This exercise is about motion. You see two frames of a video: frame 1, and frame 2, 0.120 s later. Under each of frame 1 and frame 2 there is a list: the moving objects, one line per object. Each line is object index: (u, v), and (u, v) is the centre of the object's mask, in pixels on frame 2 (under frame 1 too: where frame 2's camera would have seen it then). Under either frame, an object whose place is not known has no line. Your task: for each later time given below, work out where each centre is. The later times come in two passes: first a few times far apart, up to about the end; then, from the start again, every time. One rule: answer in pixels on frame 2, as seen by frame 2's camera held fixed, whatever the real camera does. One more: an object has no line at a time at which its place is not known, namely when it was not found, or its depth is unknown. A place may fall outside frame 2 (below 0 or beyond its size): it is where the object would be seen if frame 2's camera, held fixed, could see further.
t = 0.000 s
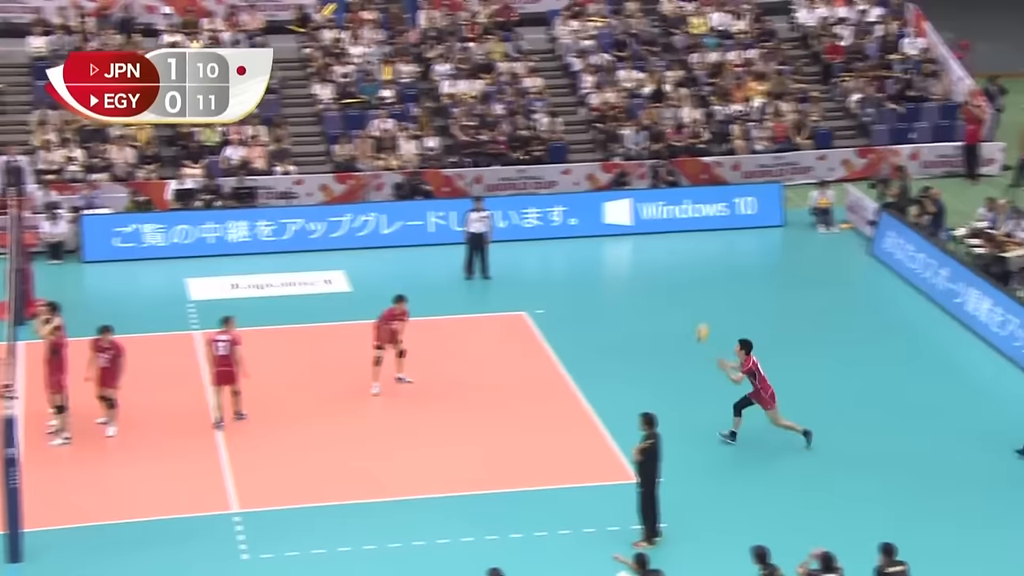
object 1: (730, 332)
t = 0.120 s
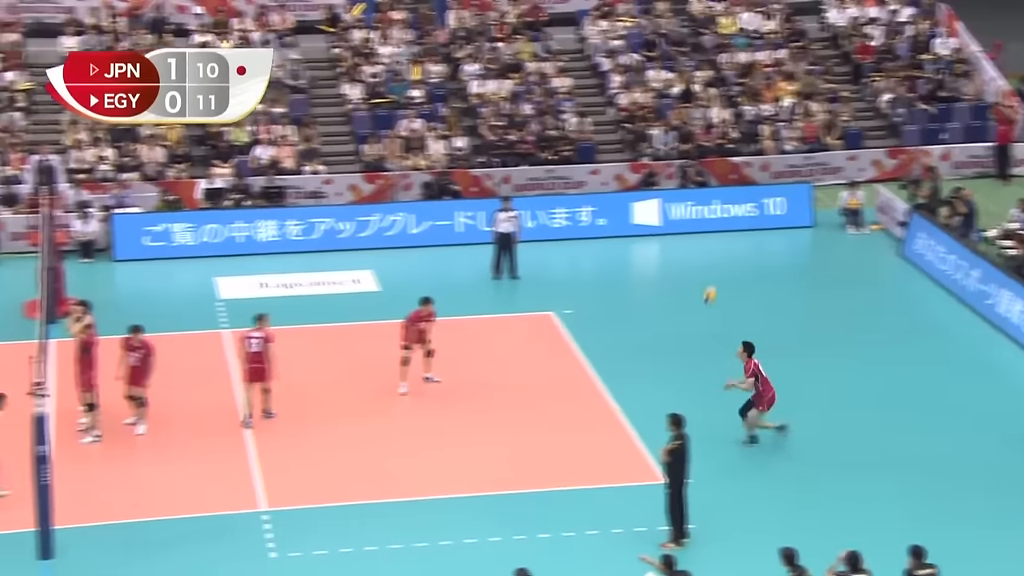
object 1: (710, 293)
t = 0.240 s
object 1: (689, 265)
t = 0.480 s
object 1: (649, 234)
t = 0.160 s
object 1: (703, 283)
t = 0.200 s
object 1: (696, 274)
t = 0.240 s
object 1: (689, 265)
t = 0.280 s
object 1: (682, 257)
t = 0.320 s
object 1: (676, 251)
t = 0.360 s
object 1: (669, 245)
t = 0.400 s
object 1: (663, 240)
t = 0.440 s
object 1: (656, 237)
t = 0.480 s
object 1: (649, 234)
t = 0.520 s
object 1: (643, 232)
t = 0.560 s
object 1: (636, 232)
